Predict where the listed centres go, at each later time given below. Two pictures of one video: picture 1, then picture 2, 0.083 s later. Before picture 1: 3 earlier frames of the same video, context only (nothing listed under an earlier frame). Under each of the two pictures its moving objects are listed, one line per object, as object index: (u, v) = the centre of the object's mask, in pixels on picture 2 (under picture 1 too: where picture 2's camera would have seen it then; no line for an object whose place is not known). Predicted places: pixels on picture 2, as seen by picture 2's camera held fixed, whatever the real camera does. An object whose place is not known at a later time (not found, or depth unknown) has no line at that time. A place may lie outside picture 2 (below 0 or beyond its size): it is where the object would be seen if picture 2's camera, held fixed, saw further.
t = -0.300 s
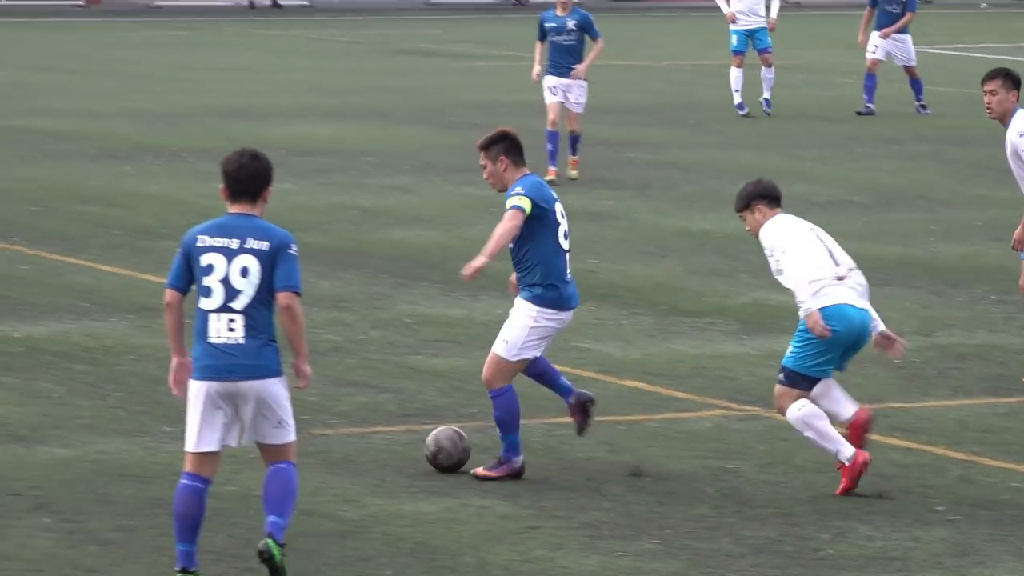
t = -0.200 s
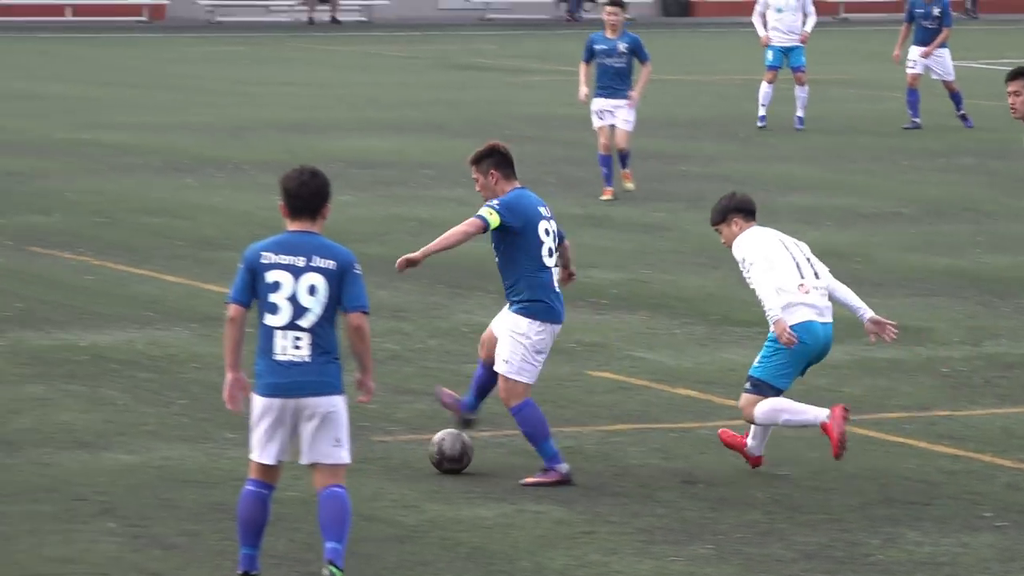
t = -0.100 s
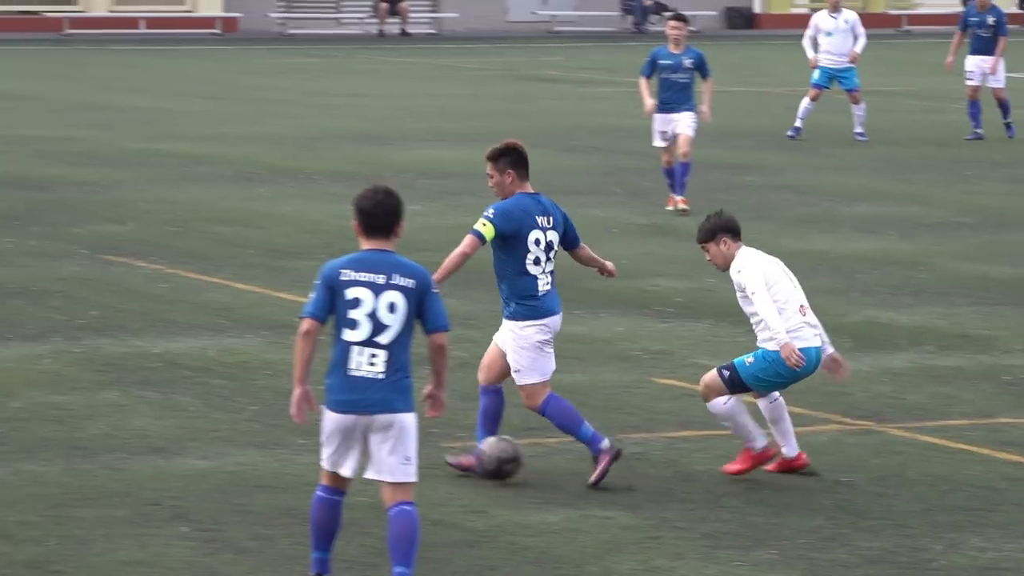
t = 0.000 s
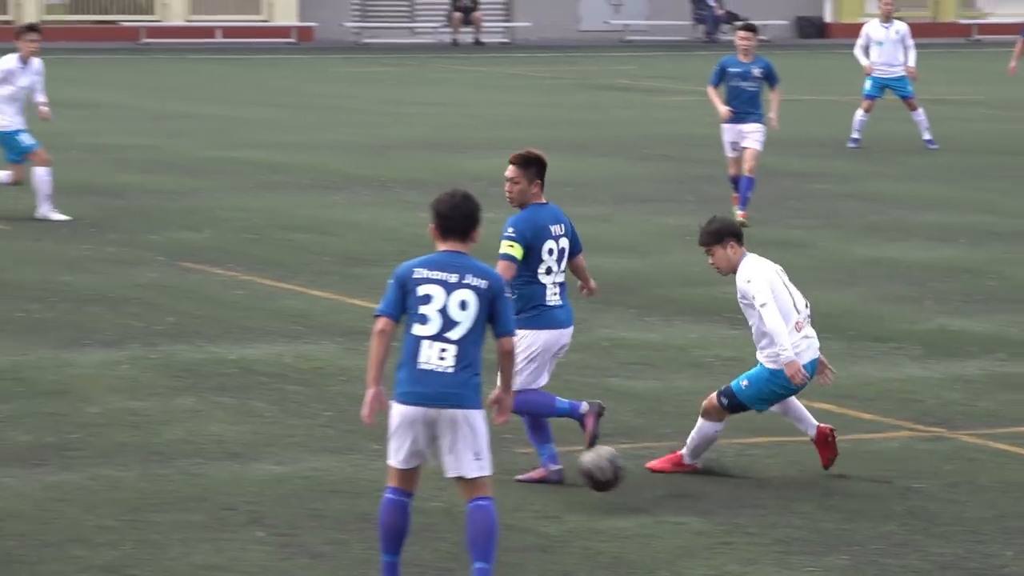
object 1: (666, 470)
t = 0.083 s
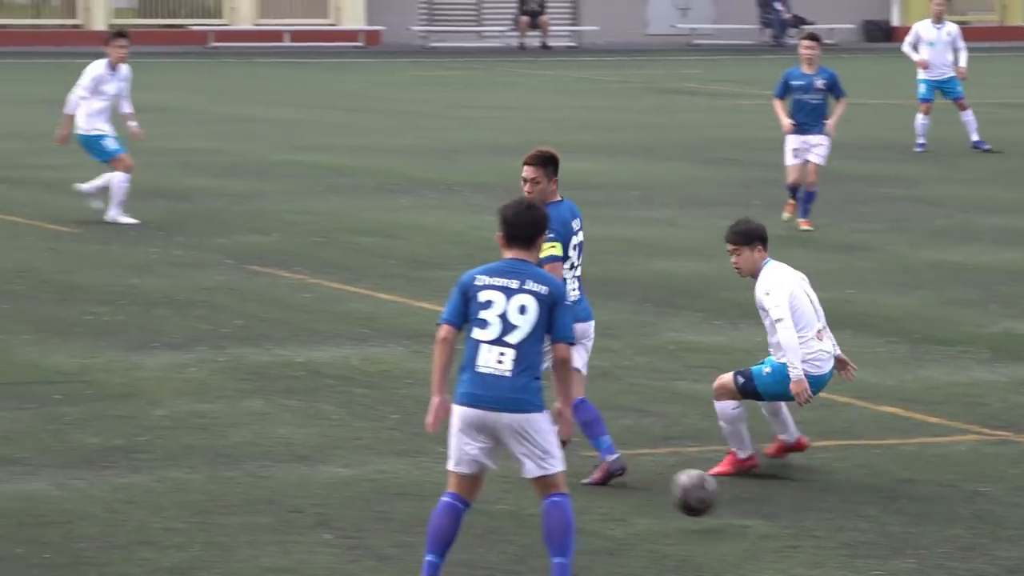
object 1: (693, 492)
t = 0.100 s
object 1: (700, 499)
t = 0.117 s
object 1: (705, 506)
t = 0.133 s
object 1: (709, 514)
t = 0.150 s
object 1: (715, 523)
